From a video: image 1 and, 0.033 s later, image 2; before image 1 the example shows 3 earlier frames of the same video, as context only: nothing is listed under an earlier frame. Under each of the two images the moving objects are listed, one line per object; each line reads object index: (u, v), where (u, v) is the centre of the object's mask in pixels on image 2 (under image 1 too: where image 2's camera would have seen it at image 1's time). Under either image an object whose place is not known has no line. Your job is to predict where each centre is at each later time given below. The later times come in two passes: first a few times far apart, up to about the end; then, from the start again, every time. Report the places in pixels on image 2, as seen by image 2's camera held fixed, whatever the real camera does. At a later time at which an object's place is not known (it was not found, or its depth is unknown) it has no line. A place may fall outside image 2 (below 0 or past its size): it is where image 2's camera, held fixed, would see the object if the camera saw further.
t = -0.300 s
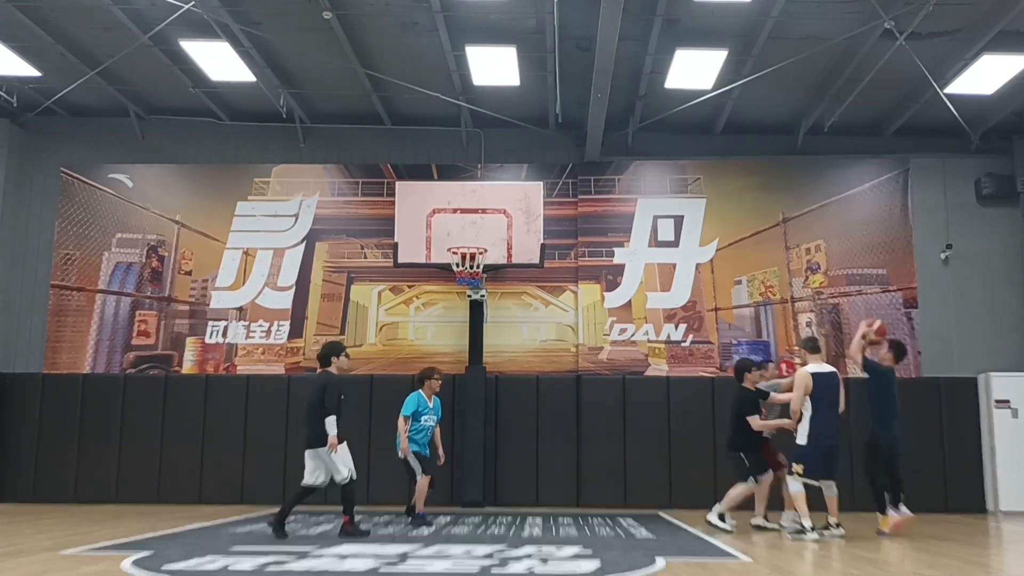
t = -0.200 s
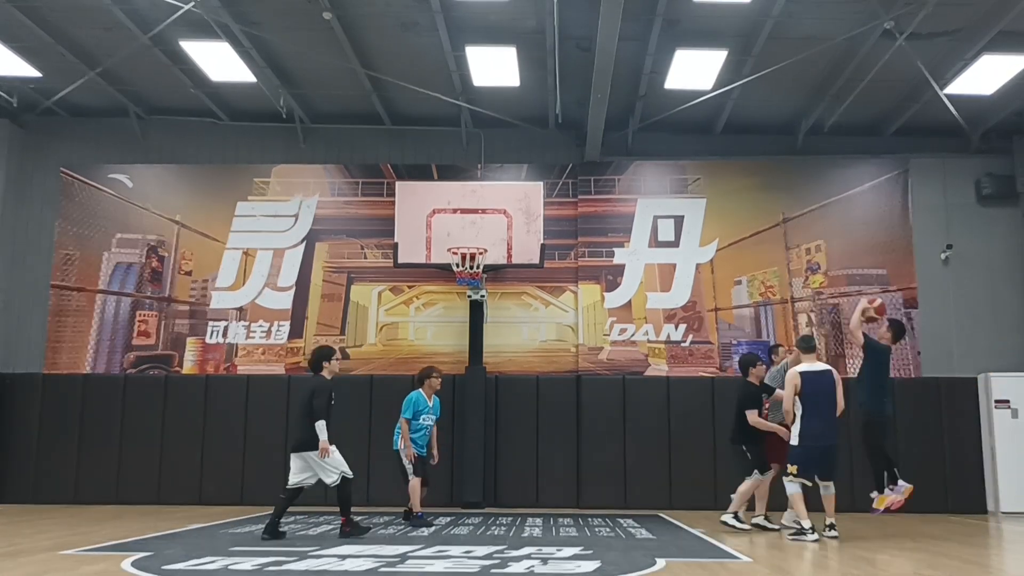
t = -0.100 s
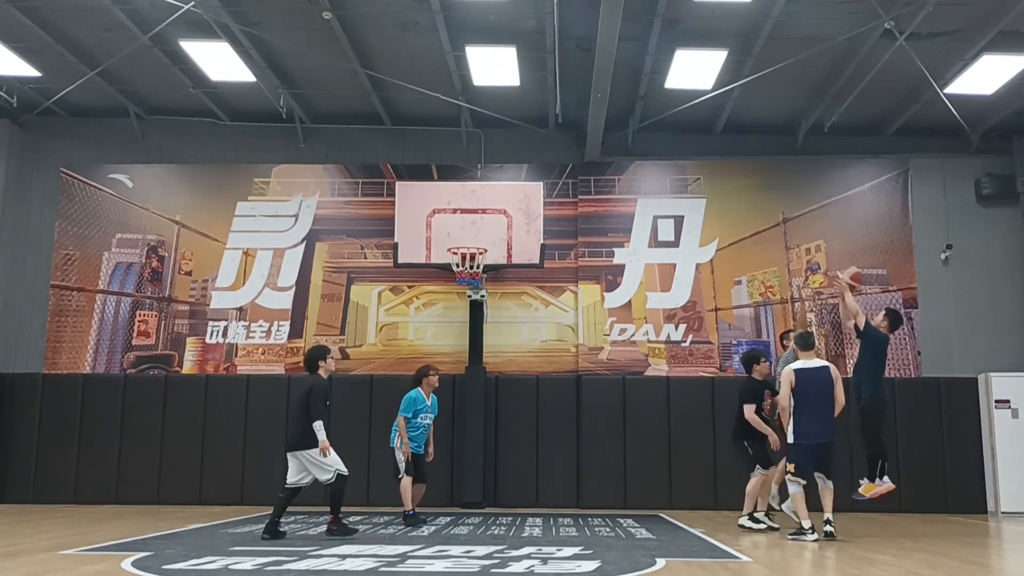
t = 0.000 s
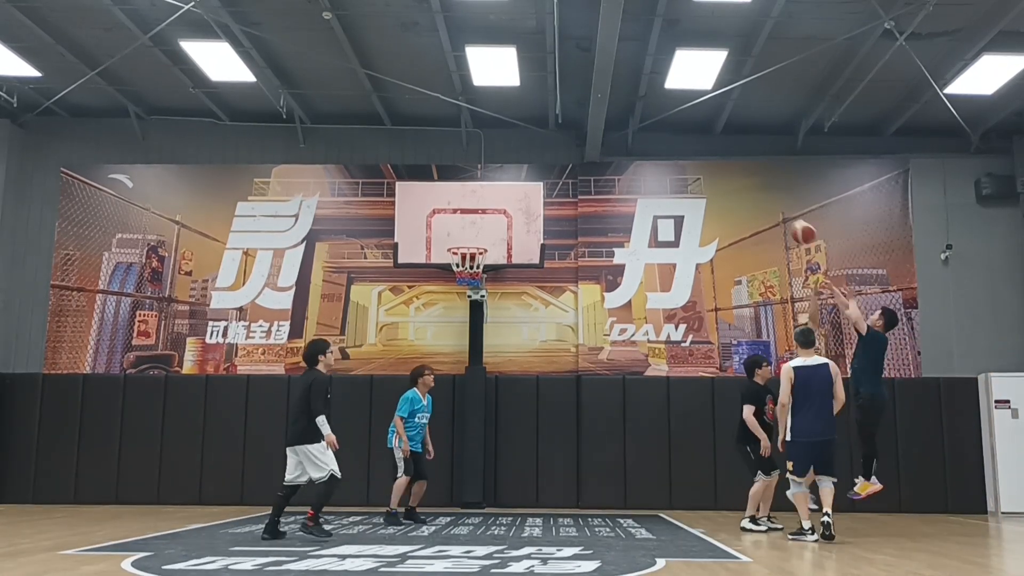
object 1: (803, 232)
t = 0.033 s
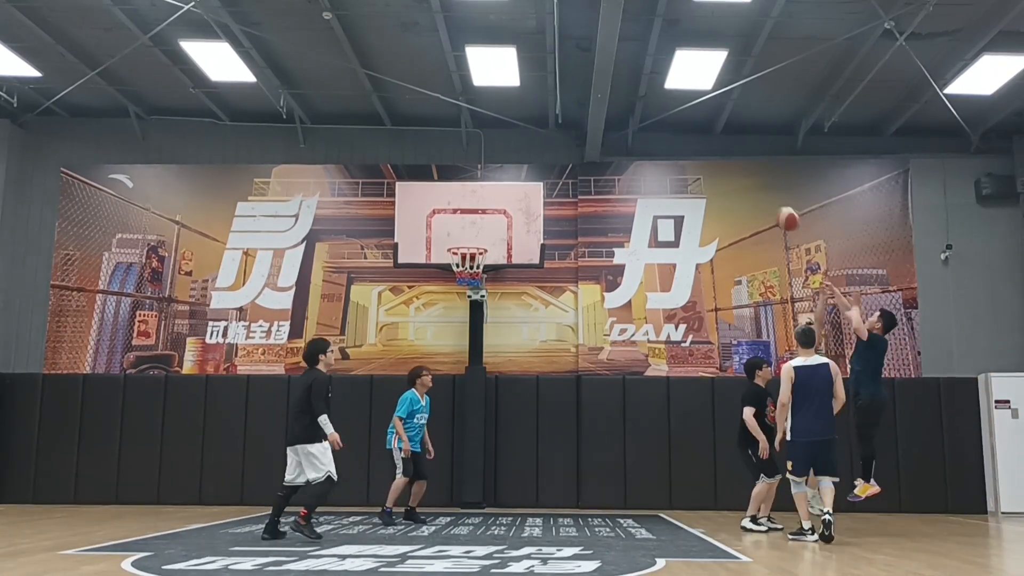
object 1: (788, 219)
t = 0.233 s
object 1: (704, 165)
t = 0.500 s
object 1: (607, 155)
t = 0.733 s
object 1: (530, 194)
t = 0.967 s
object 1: (484, 232)
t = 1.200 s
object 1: (505, 209)
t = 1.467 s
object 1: (529, 236)
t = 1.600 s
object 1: (542, 271)
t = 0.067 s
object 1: (774, 207)
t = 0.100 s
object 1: (758, 196)
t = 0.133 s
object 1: (745, 187)
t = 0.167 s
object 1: (731, 179)
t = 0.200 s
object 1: (717, 172)
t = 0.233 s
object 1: (704, 165)
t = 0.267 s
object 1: (691, 160)
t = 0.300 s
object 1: (679, 157)
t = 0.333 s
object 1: (666, 154)
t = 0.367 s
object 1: (654, 152)
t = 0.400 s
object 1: (642, 152)
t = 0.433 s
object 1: (630, 152)
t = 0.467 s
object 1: (618, 153)
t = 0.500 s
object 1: (607, 155)
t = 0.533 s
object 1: (595, 158)
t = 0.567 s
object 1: (584, 162)
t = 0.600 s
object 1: (573, 166)
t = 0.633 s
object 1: (562, 172)
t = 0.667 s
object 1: (552, 178)
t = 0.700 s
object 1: (541, 185)
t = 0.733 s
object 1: (530, 194)
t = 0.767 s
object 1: (520, 202)
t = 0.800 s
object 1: (510, 212)
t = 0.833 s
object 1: (500, 221)
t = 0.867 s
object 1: (489, 233)
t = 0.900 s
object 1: (480, 244)
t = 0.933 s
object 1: (482, 239)
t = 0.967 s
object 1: (484, 232)
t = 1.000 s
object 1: (487, 227)
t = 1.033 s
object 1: (490, 221)
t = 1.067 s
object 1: (493, 218)
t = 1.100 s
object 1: (496, 214)
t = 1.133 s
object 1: (499, 212)
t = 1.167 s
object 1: (502, 210)
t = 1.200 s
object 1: (505, 209)
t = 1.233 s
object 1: (508, 209)
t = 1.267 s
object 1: (511, 210)
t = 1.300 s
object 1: (514, 212)
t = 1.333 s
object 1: (517, 215)
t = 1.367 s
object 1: (520, 219)
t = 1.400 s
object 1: (523, 224)
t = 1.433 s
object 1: (526, 229)
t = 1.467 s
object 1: (529, 236)
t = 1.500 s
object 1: (532, 243)
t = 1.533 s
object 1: (536, 252)
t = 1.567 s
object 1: (539, 262)
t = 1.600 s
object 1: (542, 271)
